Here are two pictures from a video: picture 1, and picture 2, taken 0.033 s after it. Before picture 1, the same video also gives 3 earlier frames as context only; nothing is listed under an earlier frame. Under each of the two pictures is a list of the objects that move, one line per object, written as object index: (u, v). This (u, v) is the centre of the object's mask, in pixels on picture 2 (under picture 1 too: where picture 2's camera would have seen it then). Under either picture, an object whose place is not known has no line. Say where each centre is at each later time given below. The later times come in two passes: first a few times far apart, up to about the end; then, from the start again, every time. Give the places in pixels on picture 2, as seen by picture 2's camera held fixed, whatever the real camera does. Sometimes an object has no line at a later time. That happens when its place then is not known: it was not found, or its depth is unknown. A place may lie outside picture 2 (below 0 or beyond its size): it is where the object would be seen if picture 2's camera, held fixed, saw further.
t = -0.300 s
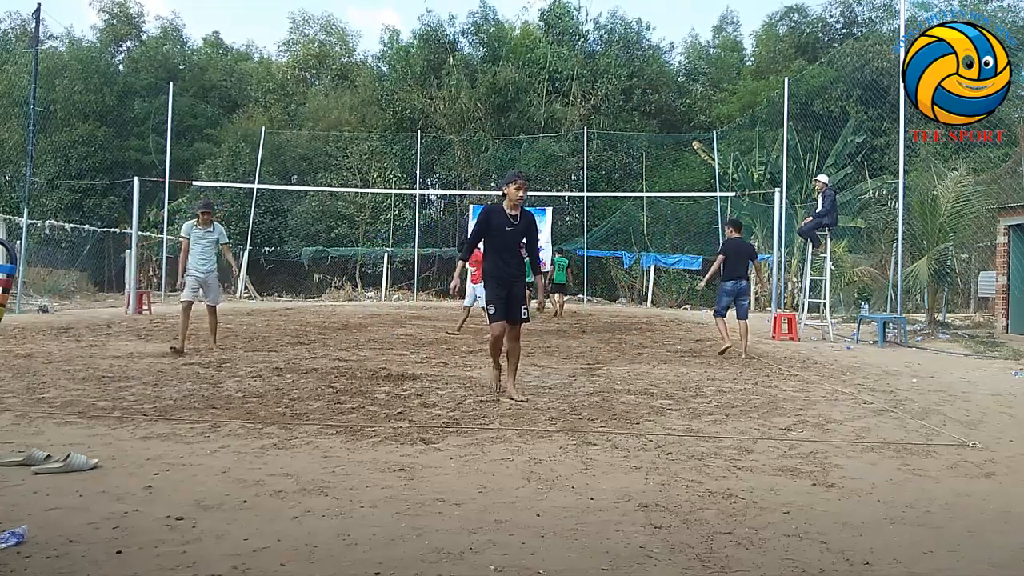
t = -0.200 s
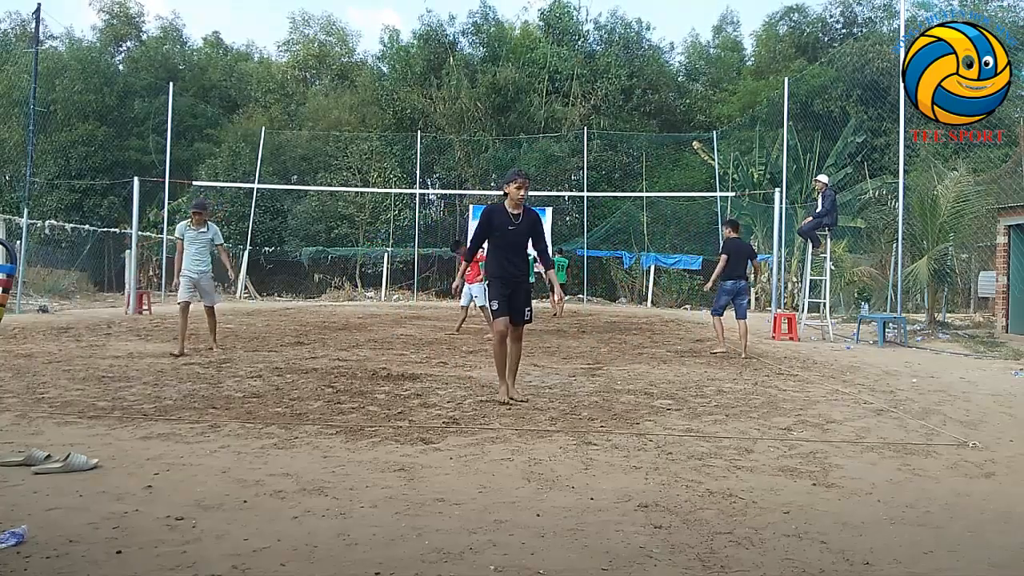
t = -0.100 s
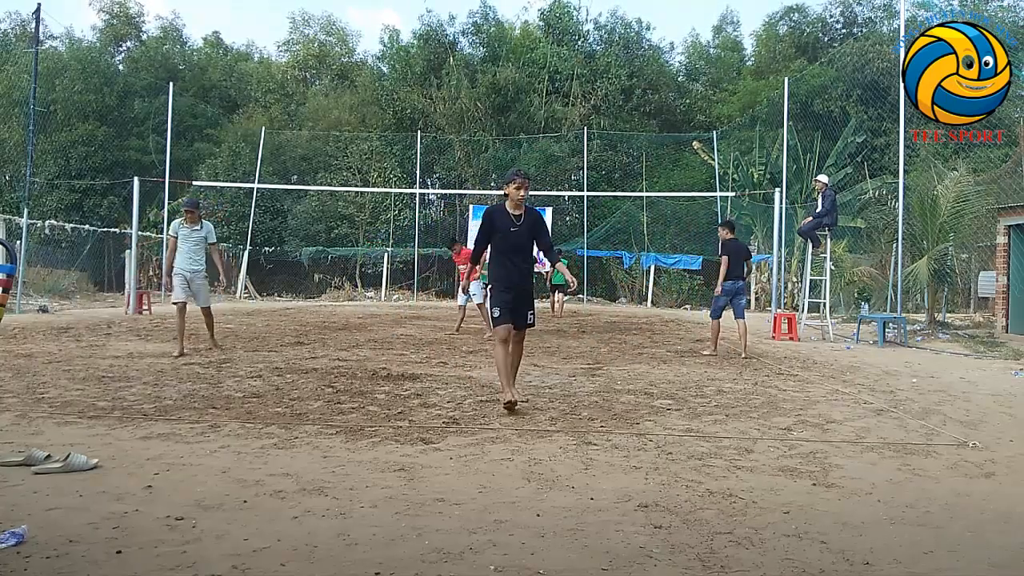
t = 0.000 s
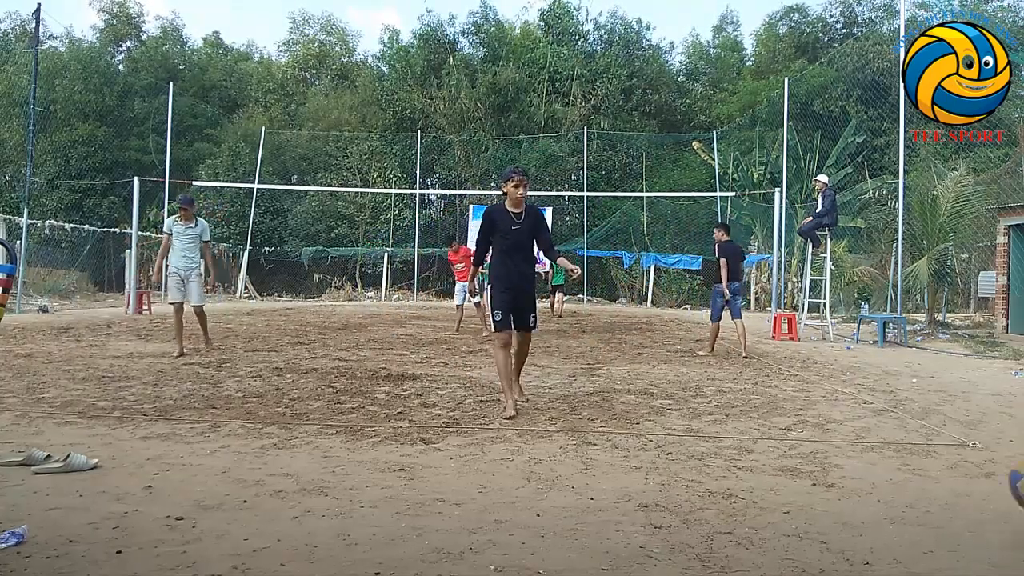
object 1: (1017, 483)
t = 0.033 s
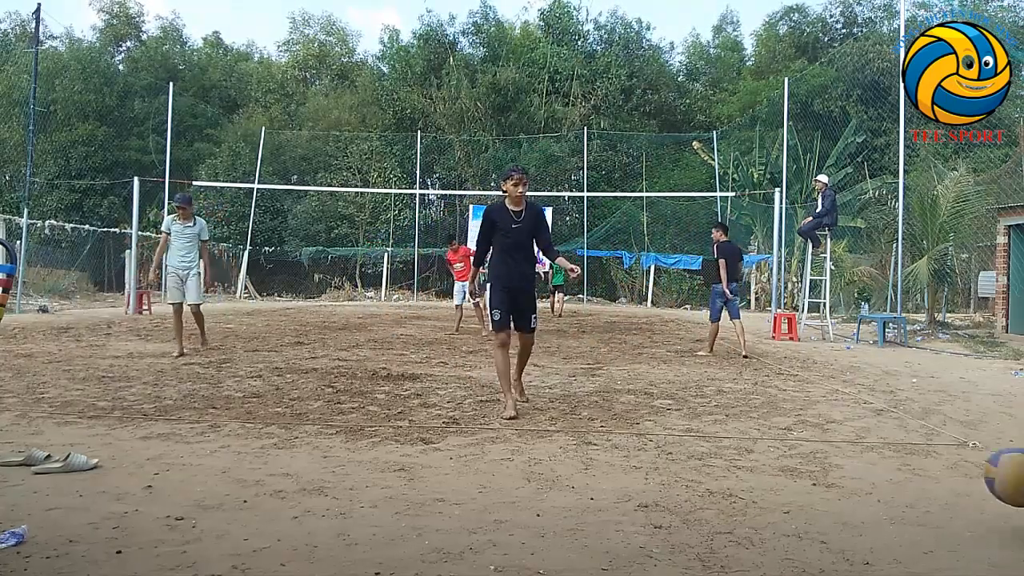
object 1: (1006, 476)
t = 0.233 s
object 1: (872, 492)
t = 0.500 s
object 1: (722, 464)
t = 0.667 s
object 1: (639, 456)
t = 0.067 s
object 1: (993, 472)
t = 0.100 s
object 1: (969, 470)
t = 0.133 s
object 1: (945, 471)
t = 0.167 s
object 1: (920, 474)
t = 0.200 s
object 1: (896, 483)
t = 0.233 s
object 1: (872, 492)
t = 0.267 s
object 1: (853, 492)
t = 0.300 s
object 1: (834, 479)
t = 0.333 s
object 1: (815, 469)
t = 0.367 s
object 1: (796, 463)
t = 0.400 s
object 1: (778, 459)
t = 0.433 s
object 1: (759, 458)
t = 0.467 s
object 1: (741, 459)
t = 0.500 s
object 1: (722, 464)
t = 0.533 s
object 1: (704, 473)
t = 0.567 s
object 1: (688, 479)
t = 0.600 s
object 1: (672, 469)
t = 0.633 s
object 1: (655, 461)
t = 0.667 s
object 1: (639, 456)
